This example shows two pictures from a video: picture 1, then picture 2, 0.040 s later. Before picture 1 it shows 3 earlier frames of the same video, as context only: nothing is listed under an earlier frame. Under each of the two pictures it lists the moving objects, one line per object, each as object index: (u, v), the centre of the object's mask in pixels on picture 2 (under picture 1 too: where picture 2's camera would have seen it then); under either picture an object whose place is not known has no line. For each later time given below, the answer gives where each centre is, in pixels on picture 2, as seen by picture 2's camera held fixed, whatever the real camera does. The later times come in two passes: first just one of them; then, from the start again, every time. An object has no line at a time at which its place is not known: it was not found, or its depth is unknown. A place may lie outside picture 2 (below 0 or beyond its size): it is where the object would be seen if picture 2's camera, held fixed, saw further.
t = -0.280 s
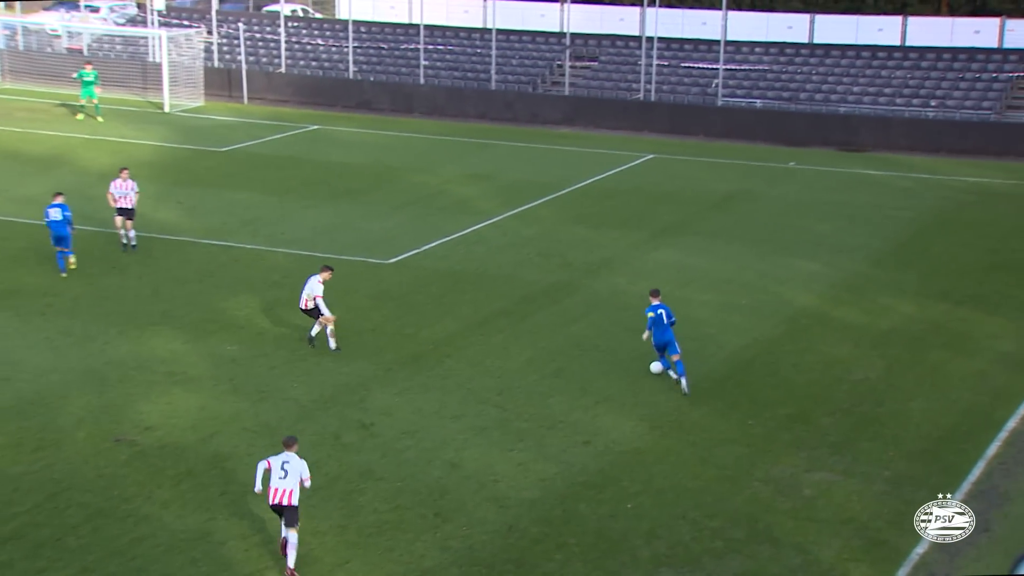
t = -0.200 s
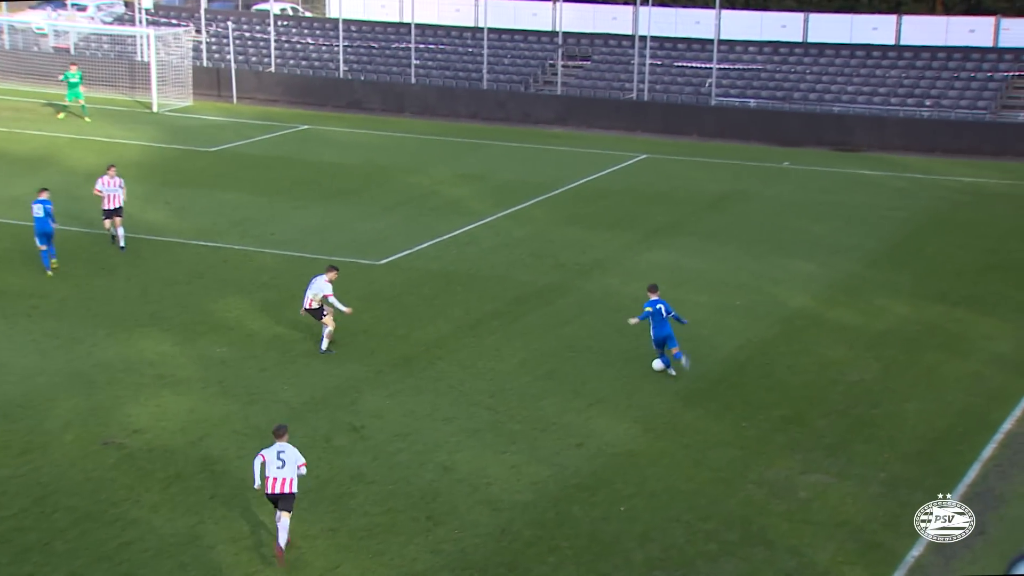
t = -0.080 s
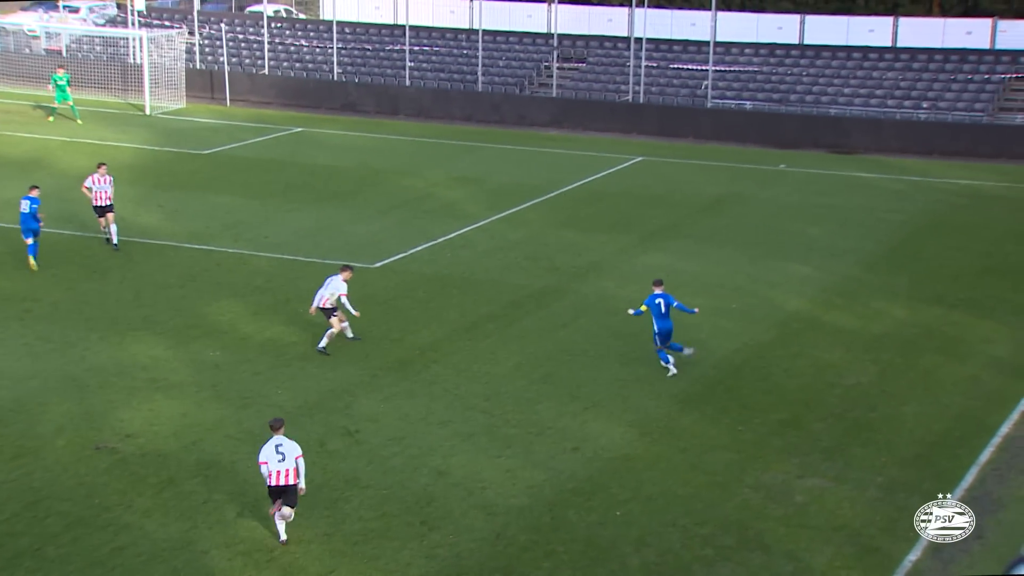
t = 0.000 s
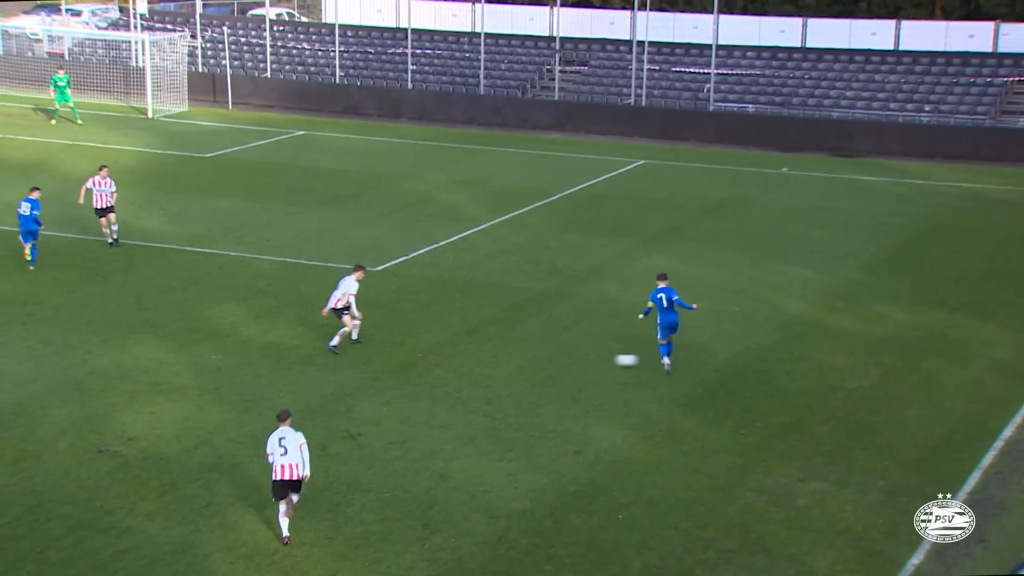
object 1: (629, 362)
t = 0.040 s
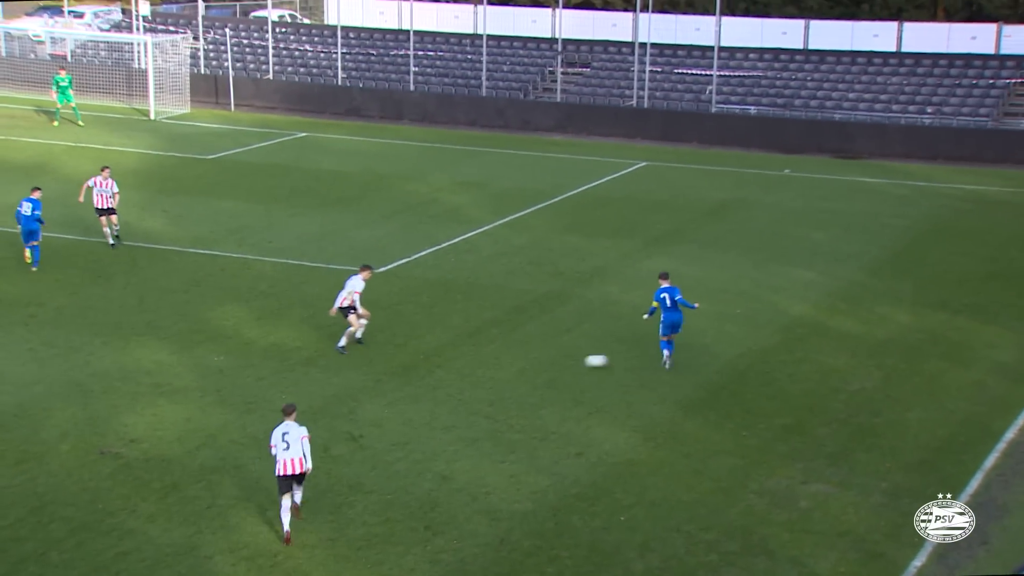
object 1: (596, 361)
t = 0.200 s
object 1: (473, 360)
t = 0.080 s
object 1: (564, 361)
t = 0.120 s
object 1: (532, 361)
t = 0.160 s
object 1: (502, 360)
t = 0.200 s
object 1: (473, 360)
